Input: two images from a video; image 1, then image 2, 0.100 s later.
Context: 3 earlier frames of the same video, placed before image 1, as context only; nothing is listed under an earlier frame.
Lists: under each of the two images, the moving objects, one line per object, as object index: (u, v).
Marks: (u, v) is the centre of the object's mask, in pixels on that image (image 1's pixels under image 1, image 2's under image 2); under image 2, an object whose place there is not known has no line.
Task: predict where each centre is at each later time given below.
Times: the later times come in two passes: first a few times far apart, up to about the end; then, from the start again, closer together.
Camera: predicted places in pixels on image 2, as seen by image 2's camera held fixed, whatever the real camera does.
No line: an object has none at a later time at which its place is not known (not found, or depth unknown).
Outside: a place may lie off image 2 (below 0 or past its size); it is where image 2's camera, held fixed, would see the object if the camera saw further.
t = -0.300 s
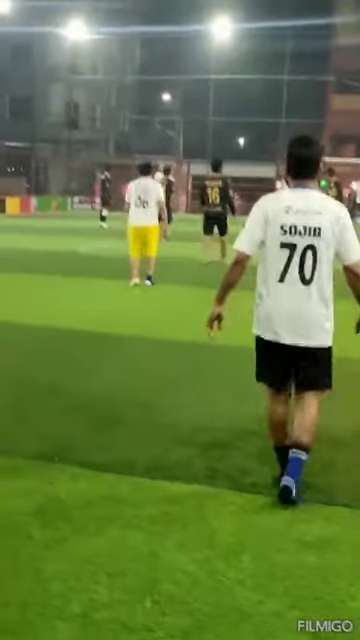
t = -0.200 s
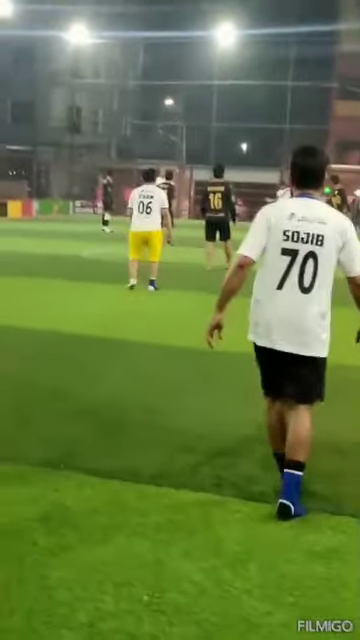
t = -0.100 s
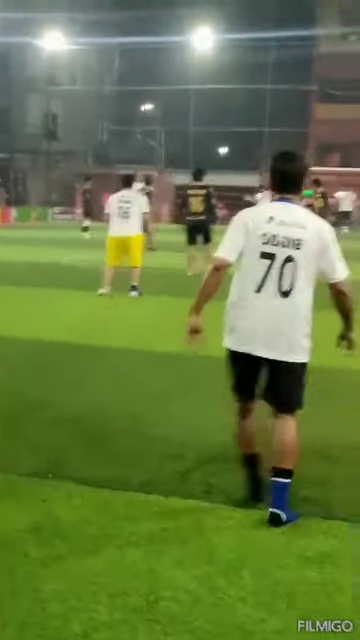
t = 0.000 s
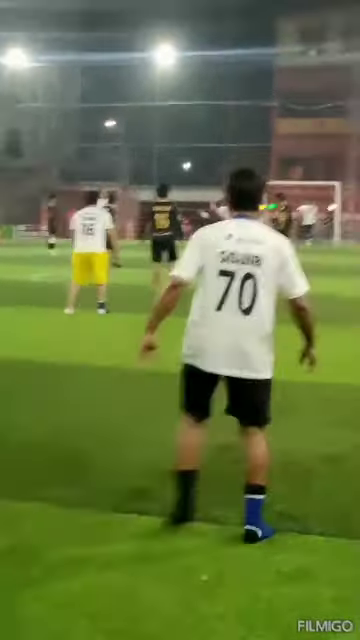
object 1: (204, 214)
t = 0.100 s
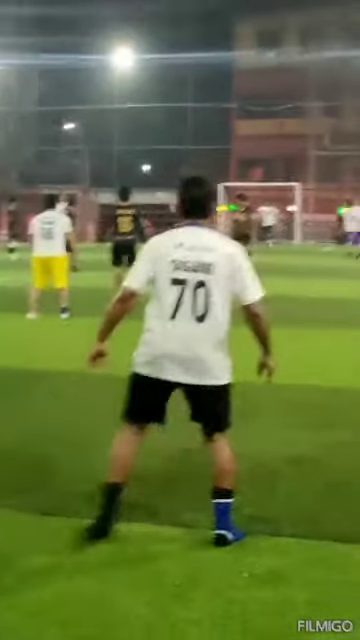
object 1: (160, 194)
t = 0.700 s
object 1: (178, 113)
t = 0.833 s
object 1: (192, 110)
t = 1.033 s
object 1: (223, 124)
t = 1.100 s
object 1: (237, 135)
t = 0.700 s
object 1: (178, 113)
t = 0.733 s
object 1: (181, 111)
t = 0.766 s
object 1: (184, 110)
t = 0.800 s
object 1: (187, 110)
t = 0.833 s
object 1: (192, 110)
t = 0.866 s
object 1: (196, 110)
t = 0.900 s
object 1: (200, 112)
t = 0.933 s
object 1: (205, 114)
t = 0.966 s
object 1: (210, 116)
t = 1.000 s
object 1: (216, 120)
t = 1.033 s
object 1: (223, 124)
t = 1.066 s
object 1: (229, 130)
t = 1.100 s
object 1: (237, 135)
